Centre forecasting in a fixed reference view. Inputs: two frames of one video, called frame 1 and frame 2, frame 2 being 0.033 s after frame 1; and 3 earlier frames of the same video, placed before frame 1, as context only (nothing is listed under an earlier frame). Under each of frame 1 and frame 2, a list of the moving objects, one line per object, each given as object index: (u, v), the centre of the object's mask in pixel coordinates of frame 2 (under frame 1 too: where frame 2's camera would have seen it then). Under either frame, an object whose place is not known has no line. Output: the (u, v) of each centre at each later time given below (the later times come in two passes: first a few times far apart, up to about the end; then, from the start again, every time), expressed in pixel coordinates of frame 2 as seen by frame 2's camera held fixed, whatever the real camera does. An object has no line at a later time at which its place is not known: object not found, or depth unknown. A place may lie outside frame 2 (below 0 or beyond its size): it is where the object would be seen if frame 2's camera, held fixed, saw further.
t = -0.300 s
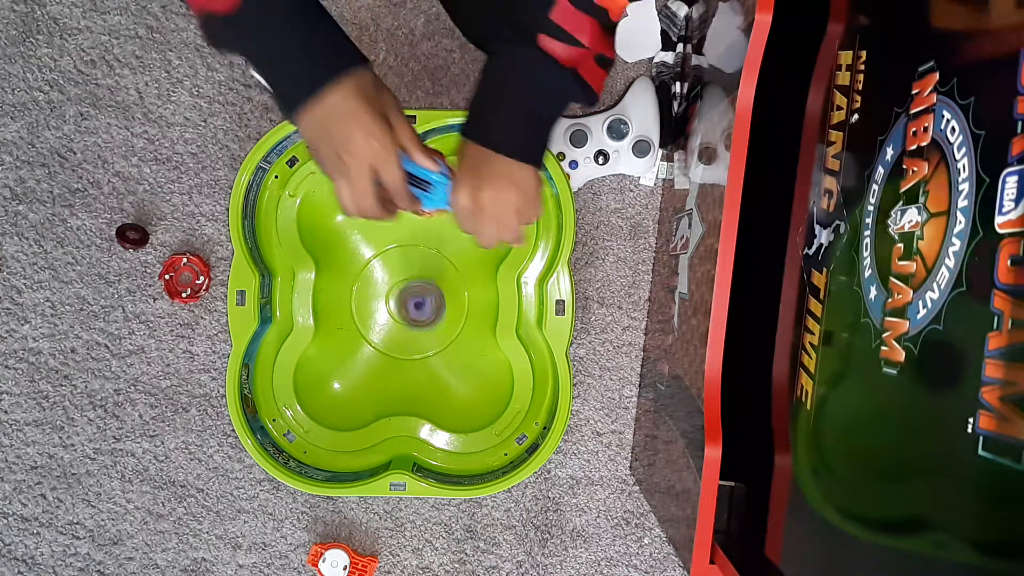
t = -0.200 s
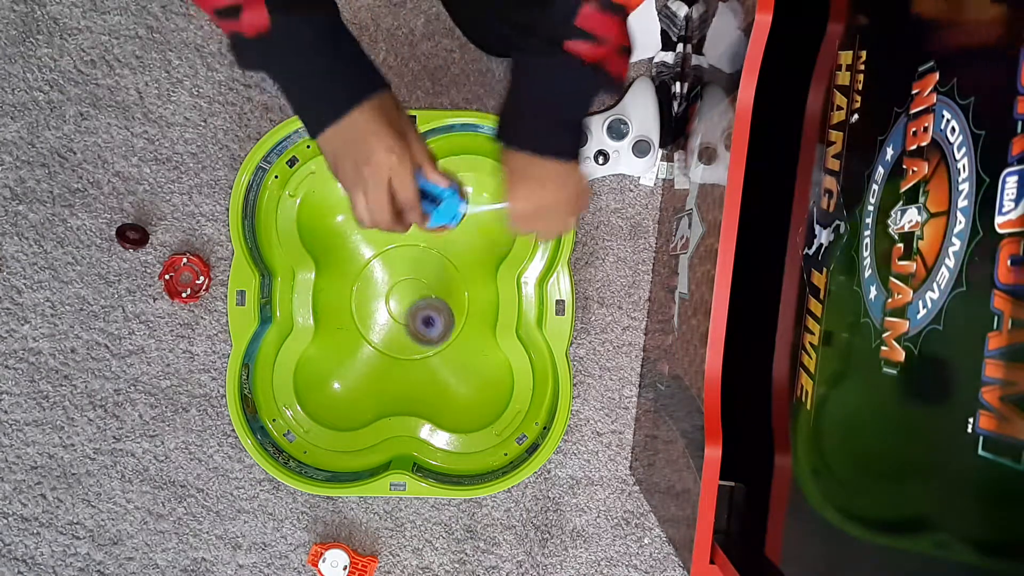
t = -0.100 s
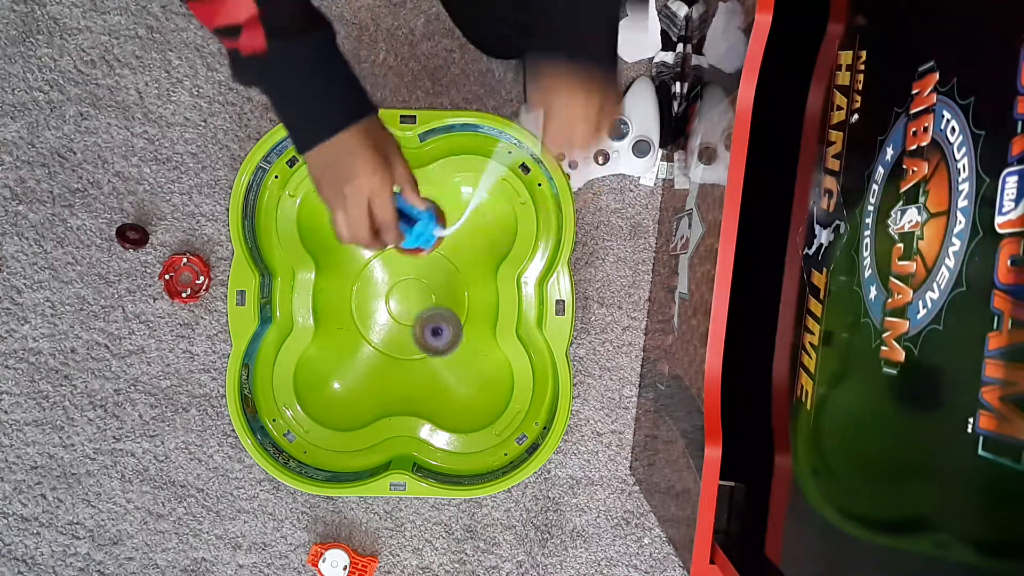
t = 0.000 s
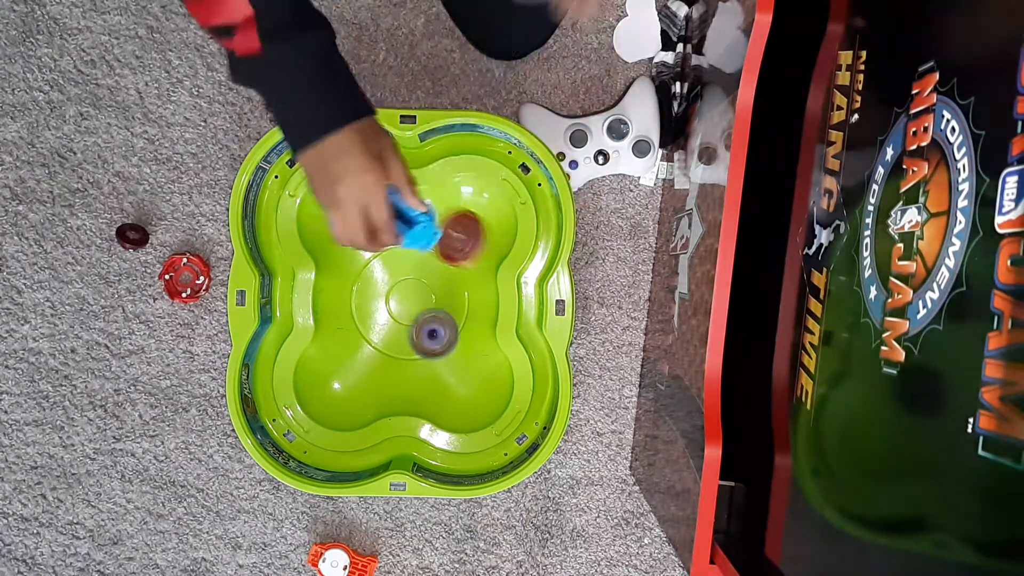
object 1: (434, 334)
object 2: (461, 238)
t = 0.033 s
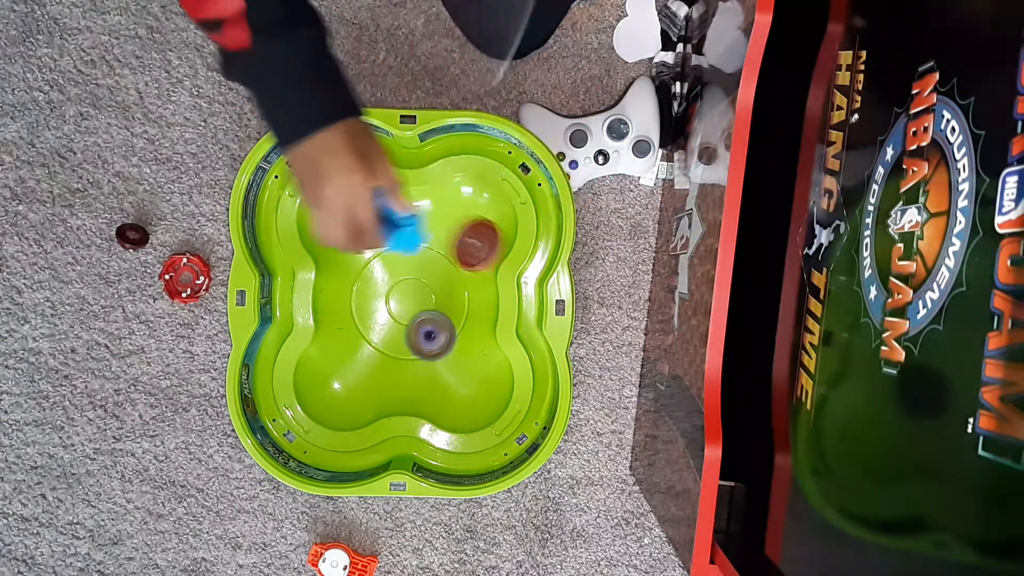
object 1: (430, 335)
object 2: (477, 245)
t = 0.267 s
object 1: (432, 346)
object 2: (381, 248)
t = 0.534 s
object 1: (414, 292)
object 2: (375, 401)
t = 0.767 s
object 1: (371, 290)
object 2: (416, 330)
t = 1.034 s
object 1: (388, 294)
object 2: (435, 236)
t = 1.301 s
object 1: (405, 286)
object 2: (398, 222)
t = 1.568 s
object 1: (426, 300)
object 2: (375, 261)
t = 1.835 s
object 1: (428, 308)
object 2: (394, 236)
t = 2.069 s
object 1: (416, 310)
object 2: (374, 241)
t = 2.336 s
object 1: (409, 343)
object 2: (387, 268)
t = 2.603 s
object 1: (408, 351)
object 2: (411, 293)
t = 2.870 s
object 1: (401, 347)
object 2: (457, 256)
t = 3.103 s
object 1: (414, 299)
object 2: (473, 232)
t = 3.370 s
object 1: (431, 298)
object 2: (436, 242)
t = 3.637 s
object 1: (390, 323)
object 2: (396, 272)
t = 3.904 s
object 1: (379, 332)
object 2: (406, 261)
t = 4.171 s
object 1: (429, 332)
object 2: (424, 276)
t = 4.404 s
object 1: (440, 340)
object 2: (443, 280)
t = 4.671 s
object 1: (433, 334)
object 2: (417, 282)
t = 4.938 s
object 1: (430, 332)
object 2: (381, 303)
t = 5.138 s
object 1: (433, 329)
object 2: (384, 315)
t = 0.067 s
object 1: (427, 338)
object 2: (485, 246)
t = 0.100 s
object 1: (425, 340)
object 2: (465, 222)
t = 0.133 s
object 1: (425, 341)
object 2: (442, 214)
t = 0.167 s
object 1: (425, 343)
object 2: (426, 221)
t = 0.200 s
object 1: (426, 345)
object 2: (411, 228)
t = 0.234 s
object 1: (429, 346)
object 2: (397, 236)
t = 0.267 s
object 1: (432, 346)
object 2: (381, 248)
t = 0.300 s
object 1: (435, 344)
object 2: (362, 265)
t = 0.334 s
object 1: (437, 339)
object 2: (349, 282)
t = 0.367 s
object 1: (436, 333)
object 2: (342, 303)
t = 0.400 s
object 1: (435, 324)
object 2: (345, 324)
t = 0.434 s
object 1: (431, 316)
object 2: (354, 346)
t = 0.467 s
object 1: (426, 306)
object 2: (365, 370)
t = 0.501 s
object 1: (421, 298)
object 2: (371, 389)
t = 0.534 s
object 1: (414, 292)
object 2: (375, 401)
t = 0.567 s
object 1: (405, 287)
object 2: (380, 405)
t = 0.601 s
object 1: (398, 283)
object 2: (384, 403)
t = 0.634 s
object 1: (389, 281)
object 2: (391, 395)
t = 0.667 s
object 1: (382, 281)
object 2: (397, 383)
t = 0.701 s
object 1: (376, 282)
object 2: (403, 367)
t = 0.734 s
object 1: (373, 285)
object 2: (409, 348)
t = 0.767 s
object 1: (371, 290)
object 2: (416, 330)
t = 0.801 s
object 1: (372, 296)
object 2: (422, 311)
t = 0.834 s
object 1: (371, 298)
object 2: (430, 298)
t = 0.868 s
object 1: (371, 300)
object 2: (438, 286)
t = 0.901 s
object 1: (371, 301)
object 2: (443, 274)
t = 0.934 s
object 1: (374, 301)
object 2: (445, 263)
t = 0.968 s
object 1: (377, 300)
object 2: (445, 252)
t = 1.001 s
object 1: (382, 297)
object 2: (441, 243)
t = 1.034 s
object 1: (388, 294)
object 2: (435, 236)
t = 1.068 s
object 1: (394, 290)
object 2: (429, 231)
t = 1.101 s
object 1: (400, 285)
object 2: (423, 229)
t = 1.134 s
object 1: (405, 280)
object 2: (417, 229)
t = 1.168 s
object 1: (407, 279)
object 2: (413, 226)
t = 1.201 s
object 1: (407, 281)
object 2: (411, 219)
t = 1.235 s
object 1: (406, 284)
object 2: (408, 216)
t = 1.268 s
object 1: (405, 285)
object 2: (404, 217)
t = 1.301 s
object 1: (405, 286)
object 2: (398, 222)
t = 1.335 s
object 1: (405, 288)
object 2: (391, 230)
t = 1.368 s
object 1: (406, 293)
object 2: (382, 239)
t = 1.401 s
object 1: (407, 296)
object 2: (373, 247)
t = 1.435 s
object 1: (411, 300)
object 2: (366, 254)
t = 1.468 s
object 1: (414, 302)
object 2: (363, 258)
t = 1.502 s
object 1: (418, 303)
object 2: (365, 261)
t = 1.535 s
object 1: (423, 302)
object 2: (369, 261)
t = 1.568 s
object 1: (426, 300)
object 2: (375, 261)
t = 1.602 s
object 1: (427, 298)
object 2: (382, 260)
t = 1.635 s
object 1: (426, 297)
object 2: (389, 257)
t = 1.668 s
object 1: (427, 298)
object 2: (393, 253)
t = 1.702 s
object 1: (428, 300)
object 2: (395, 249)
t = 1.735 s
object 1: (428, 302)
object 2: (396, 245)
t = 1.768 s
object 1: (429, 304)
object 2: (396, 241)
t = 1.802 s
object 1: (428, 306)
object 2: (396, 238)
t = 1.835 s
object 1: (428, 308)
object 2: (394, 236)
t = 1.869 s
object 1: (428, 309)
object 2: (392, 234)
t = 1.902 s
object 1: (426, 310)
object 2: (390, 233)
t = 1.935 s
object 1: (425, 311)
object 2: (387, 233)
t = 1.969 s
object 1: (423, 311)
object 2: (384, 233)
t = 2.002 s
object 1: (421, 311)
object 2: (380, 235)
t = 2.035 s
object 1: (419, 311)
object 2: (376, 237)
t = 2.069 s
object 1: (416, 310)
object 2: (374, 241)
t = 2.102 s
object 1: (413, 309)
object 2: (374, 246)
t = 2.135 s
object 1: (410, 310)
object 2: (375, 254)
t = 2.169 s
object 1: (407, 311)
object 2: (379, 262)
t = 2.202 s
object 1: (405, 319)
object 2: (380, 264)
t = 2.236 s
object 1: (405, 326)
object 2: (382, 262)
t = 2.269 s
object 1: (406, 334)
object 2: (383, 263)
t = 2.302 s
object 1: (407, 338)
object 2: (385, 265)
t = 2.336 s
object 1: (409, 343)
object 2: (387, 268)
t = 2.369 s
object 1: (410, 345)
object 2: (389, 271)
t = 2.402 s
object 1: (410, 348)
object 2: (391, 274)
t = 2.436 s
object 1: (411, 349)
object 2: (393, 277)
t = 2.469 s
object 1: (410, 350)
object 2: (396, 281)
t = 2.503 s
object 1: (411, 349)
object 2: (399, 285)
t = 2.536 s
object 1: (411, 348)
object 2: (401, 290)
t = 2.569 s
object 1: (412, 346)
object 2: (404, 295)
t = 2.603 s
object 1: (408, 351)
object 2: (411, 293)
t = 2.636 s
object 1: (407, 355)
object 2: (419, 282)
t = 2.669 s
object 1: (406, 361)
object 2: (426, 276)
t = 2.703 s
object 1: (406, 363)
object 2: (434, 273)
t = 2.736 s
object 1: (405, 363)
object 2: (440, 270)
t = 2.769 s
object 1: (405, 361)
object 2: (445, 266)
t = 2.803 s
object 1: (404, 359)
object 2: (450, 263)
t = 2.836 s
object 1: (403, 353)
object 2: (454, 260)
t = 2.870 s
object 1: (401, 347)
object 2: (457, 256)
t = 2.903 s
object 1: (399, 341)
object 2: (460, 253)
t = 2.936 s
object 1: (397, 333)
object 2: (463, 250)
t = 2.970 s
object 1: (399, 325)
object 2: (466, 246)
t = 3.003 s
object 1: (401, 316)
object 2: (469, 242)
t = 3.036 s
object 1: (404, 310)
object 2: (470, 238)
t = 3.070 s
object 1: (409, 304)
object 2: (472, 235)
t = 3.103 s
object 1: (414, 299)
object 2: (473, 232)
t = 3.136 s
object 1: (420, 296)
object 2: (473, 229)
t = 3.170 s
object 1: (424, 294)
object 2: (470, 228)
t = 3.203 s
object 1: (427, 294)
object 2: (467, 228)
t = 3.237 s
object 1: (429, 294)
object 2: (461, 228)
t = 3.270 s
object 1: (431, 294)
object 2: (455, 230)
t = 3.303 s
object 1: (432, 294)
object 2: (449, 233)
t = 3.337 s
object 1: (431, 295)
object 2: (443, 237)
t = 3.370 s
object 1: (431, 298)
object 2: (436, 242)
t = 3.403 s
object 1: (428, 301)
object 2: (430, 247)
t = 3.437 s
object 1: (425, 304)
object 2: (425, 253)
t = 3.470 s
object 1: (420, 308)
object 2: (418, 260)
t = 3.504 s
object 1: (418, 309)
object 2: (412, 267)
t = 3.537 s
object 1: (415, 313)
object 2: (407, 270)
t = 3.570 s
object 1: (407, 318)
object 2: (402, 272)
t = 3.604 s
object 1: (400, 321)
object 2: (398, 273)
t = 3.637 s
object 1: (390, 323)
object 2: (396, 272)
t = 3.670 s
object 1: (385, 325)
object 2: (394, 272)
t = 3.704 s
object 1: (379, 323)
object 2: (393, 273)
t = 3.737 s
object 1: (378, 324)
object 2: (393, 273)
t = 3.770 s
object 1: (374, 324)
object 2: (397, 271)
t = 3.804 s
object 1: (373, 328)
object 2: (401, 267)
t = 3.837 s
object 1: (372, 330)
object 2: (403, 265)
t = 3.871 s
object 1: (376, 331)
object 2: (405, 264)
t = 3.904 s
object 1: (379, 332)
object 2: (406, 261)
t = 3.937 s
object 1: (384, 331)
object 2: (407, 261)
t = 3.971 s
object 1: (390, 329)
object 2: (409, 262)
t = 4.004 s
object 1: (398, 328)
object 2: (410, 265)
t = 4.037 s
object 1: (404, 326)
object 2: (412, 270)
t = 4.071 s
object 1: (412, 323)
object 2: (413, 274)
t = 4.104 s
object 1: (418, 327)
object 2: (416, 275)
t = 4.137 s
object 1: (424, 330)
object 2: (421, 275)
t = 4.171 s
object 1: (429, 332)
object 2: (424, 276)
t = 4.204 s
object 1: (434, 333)
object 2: (428, 278)
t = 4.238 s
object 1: (436, 334)
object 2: (431, 279)
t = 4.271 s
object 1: (438, 335)
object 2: (435, 280)
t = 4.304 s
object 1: (438, 336)
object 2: (437, 281)
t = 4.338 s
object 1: (439, 337)
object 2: (440, 281)
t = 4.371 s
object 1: (439, 339)
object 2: (442, 281)
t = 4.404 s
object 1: (440, 340)
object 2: (443, 280)
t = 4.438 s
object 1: (439, 340)
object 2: (443, 280)
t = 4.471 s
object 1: (438, 339)
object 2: (442, 279)
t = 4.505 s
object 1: (437, 338)
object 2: (439, 280)
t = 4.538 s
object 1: (436, 336)
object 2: (436, 280)
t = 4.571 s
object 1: (435, 334)
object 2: (432, 281)
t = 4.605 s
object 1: (433, 332)
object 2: (427, 283)
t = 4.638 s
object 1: (432, 333)
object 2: (422, 283)
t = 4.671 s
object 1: (433, 334)
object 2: (417, 282)
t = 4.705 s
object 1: (433, 334)
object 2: (410, 284)
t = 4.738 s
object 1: (434, 333)
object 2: (405, 286)
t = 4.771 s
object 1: (434, 333)
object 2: (398, 288)
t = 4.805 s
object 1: (434, 333)
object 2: (393, 290)
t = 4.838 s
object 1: (433, 332)
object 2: (389, 293)
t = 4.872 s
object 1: (431, 333)
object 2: (385, 296)
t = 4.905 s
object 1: (430, 332)
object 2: (384, 299)
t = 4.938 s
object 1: (430, 332)
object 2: (381, 303)
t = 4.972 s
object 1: (429, 331)
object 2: (381, 307)
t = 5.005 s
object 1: (430, 331)
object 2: (381, 310)
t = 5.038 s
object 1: (431, 331)
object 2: (382, 314)
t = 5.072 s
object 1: (433, 330)
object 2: (383, 315)
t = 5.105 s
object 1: (434, 330)
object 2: (384, 315)
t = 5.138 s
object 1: (433, 329)
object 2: (384, 315)
